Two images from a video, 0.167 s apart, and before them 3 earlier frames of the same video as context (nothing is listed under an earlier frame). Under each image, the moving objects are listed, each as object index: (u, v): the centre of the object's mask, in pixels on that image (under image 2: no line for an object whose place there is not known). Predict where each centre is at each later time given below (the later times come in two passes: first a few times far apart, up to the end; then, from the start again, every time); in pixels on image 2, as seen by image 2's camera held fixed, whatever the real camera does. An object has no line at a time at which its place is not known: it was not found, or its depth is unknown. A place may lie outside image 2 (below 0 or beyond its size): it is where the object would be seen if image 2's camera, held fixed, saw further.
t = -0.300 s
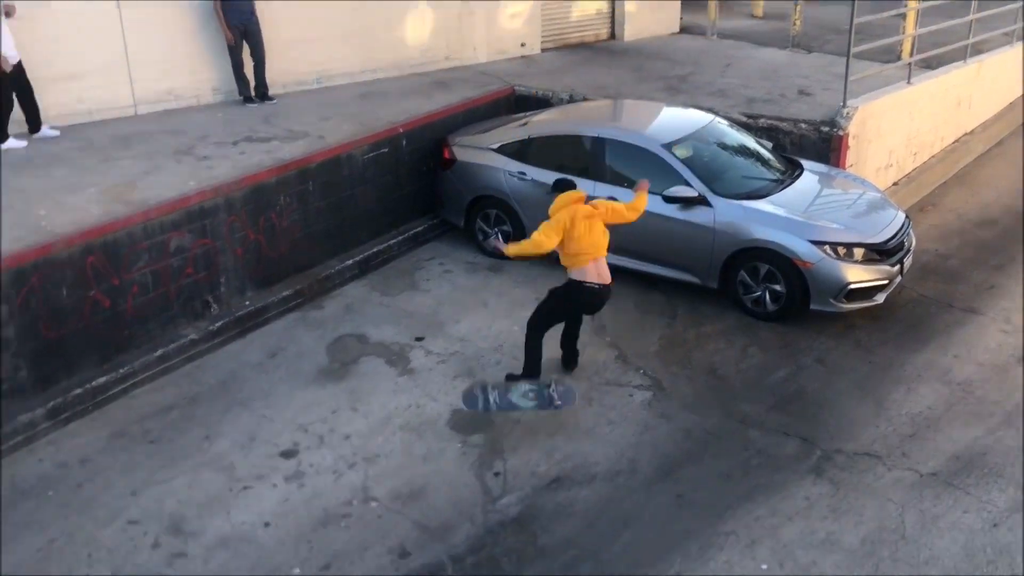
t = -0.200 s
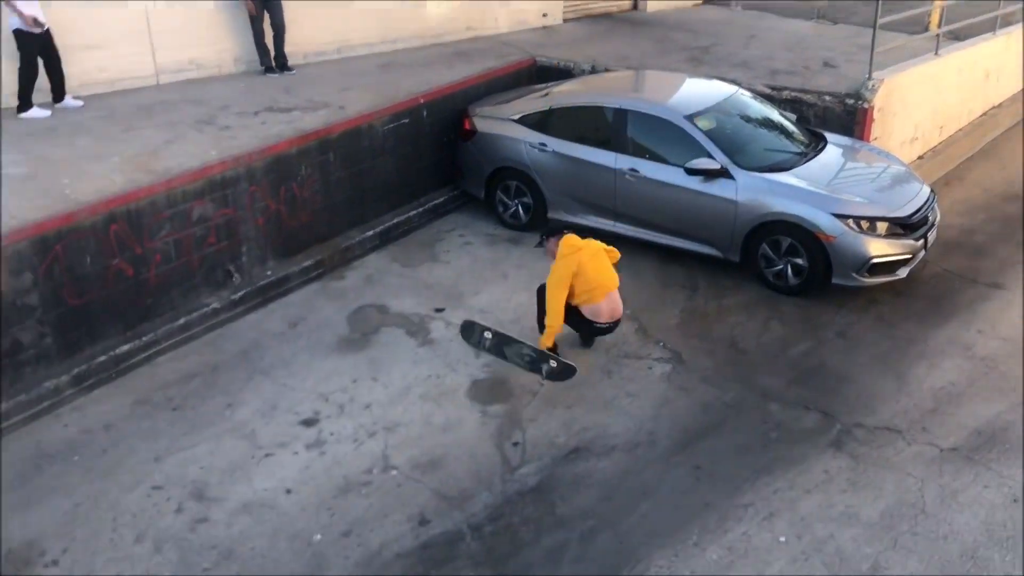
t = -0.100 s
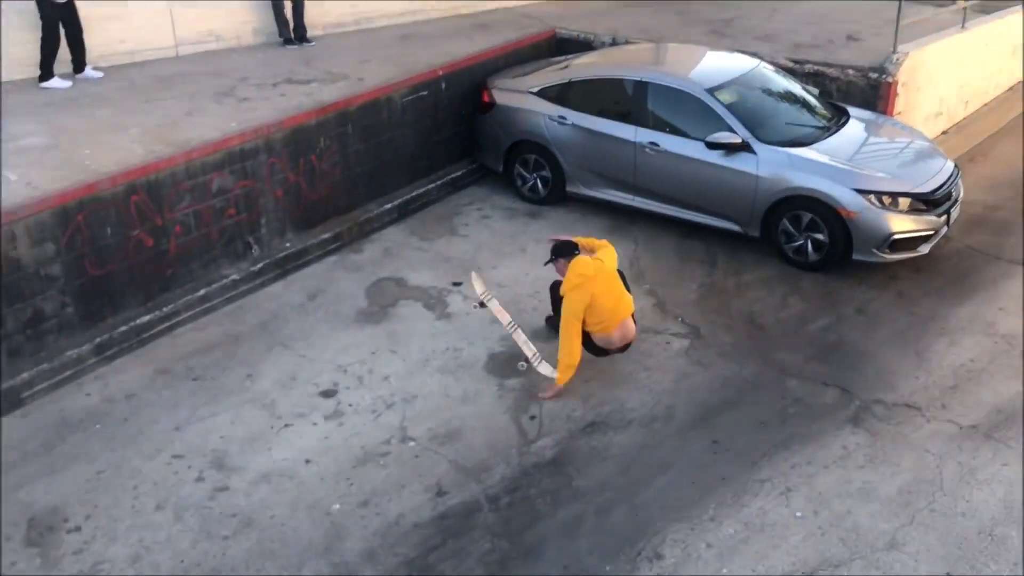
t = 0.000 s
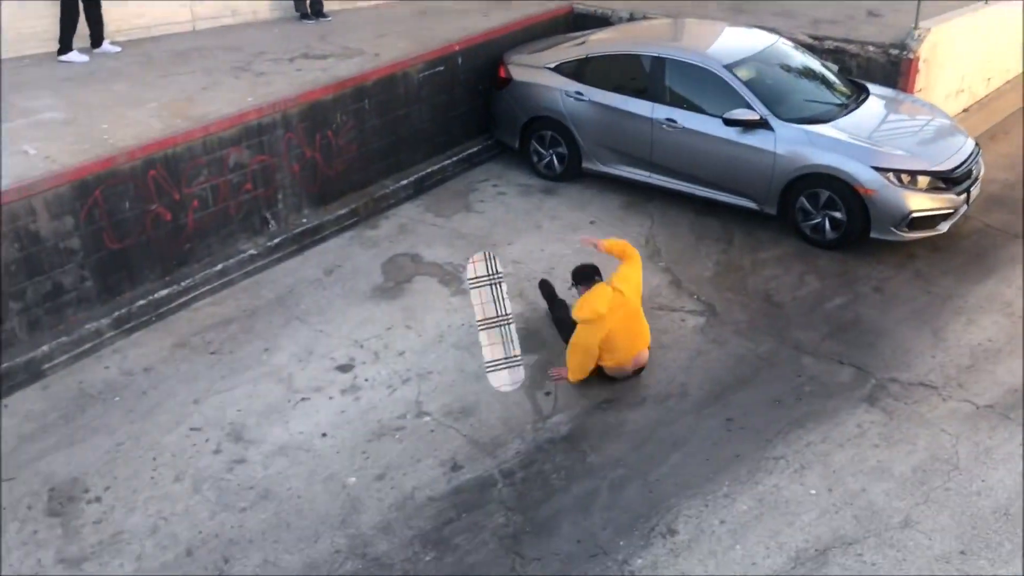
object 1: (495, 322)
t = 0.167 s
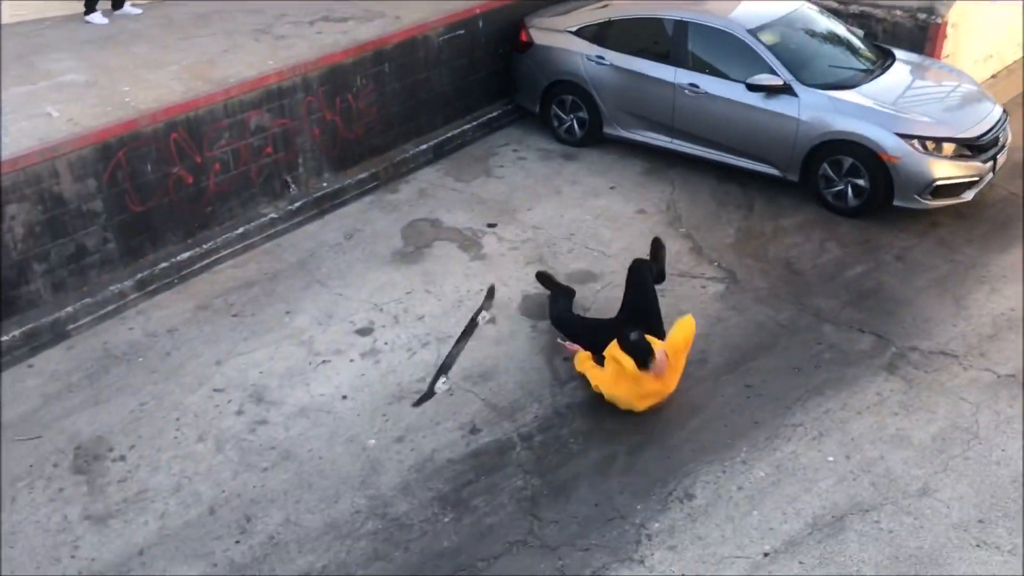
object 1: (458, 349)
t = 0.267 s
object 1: (431, 409)
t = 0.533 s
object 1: (376, 488)
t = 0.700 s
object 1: (358, 496)
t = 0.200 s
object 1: (449, 365)
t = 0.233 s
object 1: (439, 387)
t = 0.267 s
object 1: (431, 409)
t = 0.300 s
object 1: (421, 436)
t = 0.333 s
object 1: (411, 465)
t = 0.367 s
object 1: (404, 490)
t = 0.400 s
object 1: (396, 502)
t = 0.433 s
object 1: (391, 498)
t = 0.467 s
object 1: (385, 495)
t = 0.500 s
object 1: (381, 491)
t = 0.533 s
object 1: (376, 488)
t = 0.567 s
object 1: (371, 485)
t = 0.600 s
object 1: (367, 486)
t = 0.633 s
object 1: (363, 489)
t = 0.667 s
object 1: (361, 492)
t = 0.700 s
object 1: (358, 496)
